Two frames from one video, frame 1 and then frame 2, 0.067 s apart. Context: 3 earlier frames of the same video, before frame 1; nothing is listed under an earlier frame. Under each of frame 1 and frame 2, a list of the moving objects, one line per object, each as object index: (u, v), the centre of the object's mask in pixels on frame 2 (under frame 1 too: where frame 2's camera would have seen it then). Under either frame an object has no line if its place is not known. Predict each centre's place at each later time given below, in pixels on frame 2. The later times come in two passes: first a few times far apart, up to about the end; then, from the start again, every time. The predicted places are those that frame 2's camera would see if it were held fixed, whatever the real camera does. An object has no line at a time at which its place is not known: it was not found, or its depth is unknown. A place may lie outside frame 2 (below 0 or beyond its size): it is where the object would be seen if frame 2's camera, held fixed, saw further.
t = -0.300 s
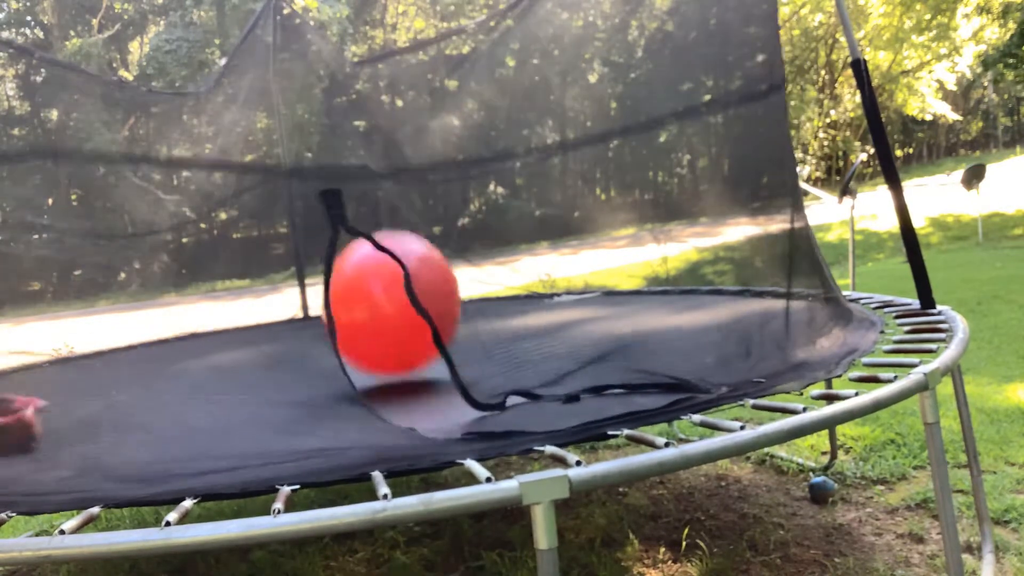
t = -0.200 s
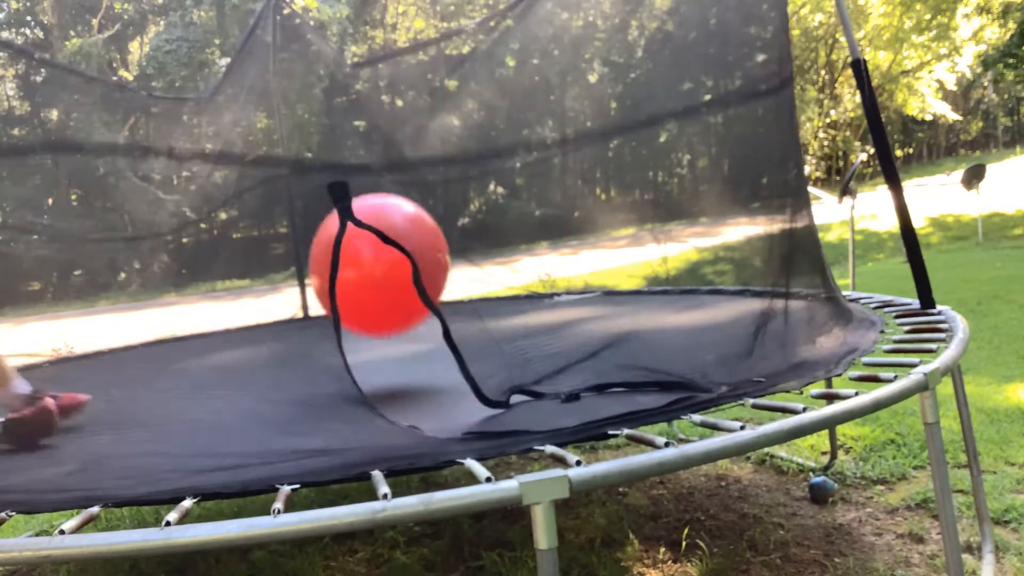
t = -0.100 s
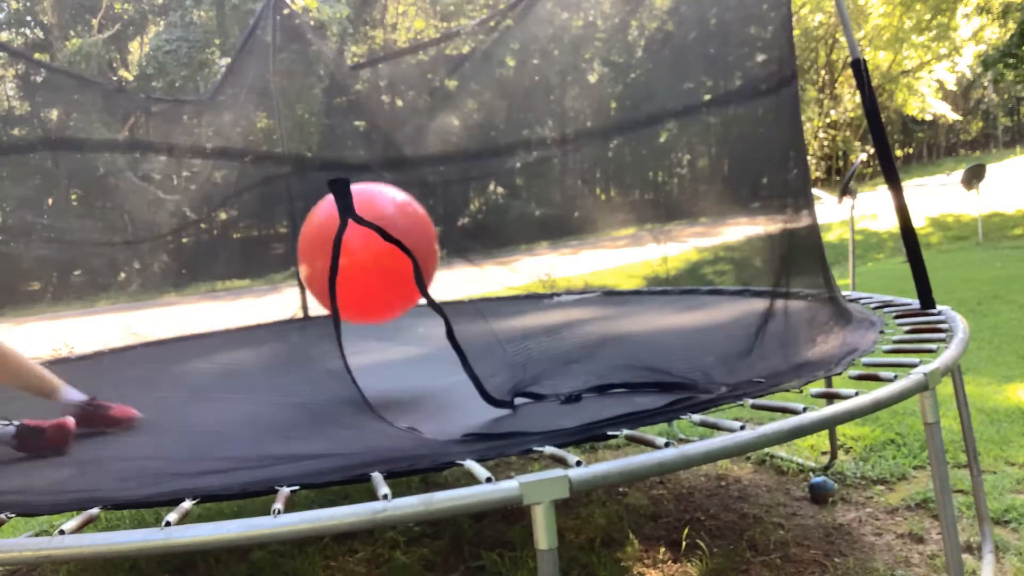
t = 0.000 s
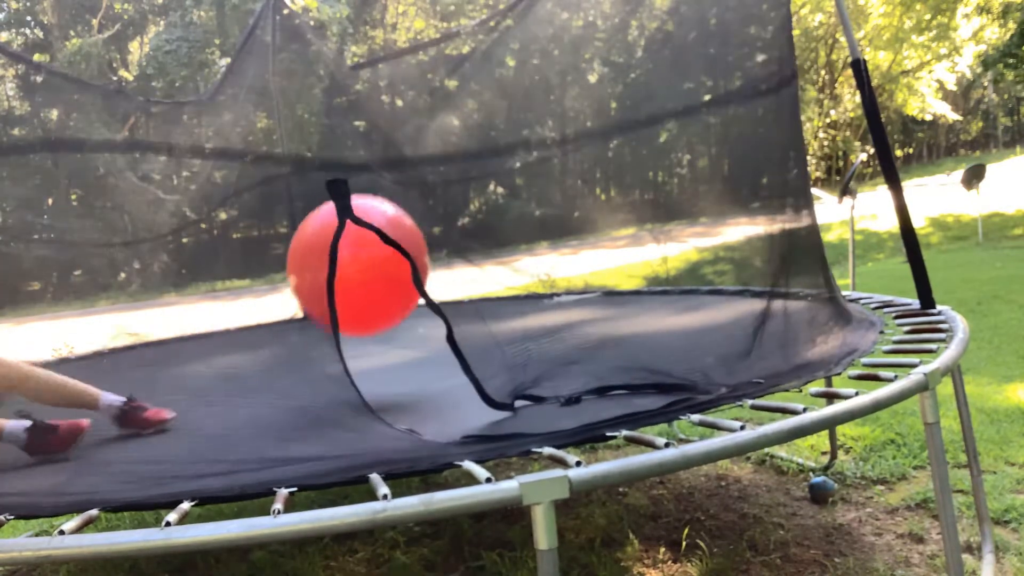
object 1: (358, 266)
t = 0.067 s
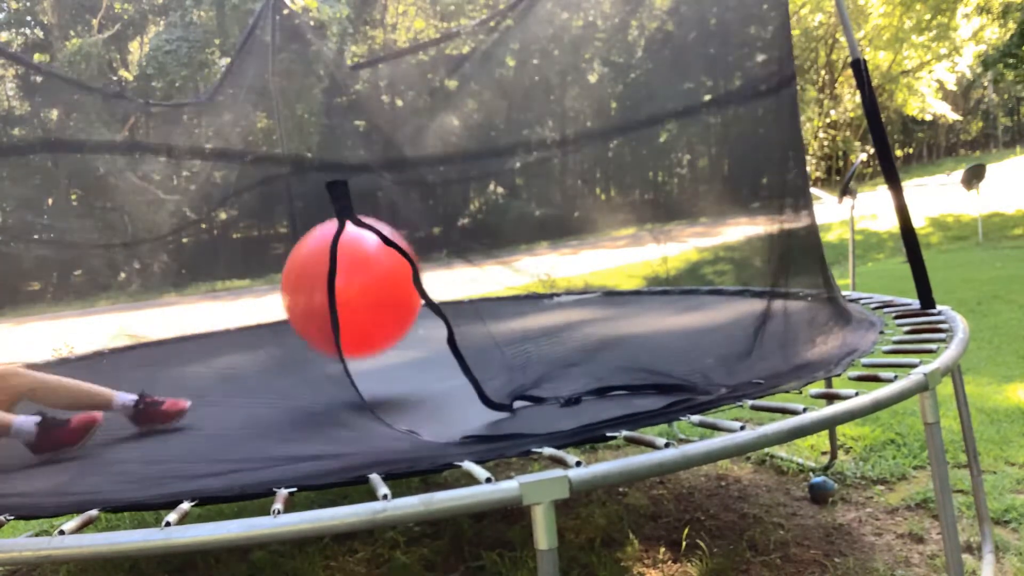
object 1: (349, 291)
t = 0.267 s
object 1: (324, 308)
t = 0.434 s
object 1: (282, 291)
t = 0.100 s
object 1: (350, 302)
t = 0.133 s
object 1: (346, 320)
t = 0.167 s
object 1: (344, 339)
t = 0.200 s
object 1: (336, 337)
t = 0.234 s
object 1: (332, 321)
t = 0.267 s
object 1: (324, 308)
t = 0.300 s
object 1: (317, 299)
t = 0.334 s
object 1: (310, 292)
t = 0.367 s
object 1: (303, 289)
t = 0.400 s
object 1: (286, 289)
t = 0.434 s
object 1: (282, 291)
